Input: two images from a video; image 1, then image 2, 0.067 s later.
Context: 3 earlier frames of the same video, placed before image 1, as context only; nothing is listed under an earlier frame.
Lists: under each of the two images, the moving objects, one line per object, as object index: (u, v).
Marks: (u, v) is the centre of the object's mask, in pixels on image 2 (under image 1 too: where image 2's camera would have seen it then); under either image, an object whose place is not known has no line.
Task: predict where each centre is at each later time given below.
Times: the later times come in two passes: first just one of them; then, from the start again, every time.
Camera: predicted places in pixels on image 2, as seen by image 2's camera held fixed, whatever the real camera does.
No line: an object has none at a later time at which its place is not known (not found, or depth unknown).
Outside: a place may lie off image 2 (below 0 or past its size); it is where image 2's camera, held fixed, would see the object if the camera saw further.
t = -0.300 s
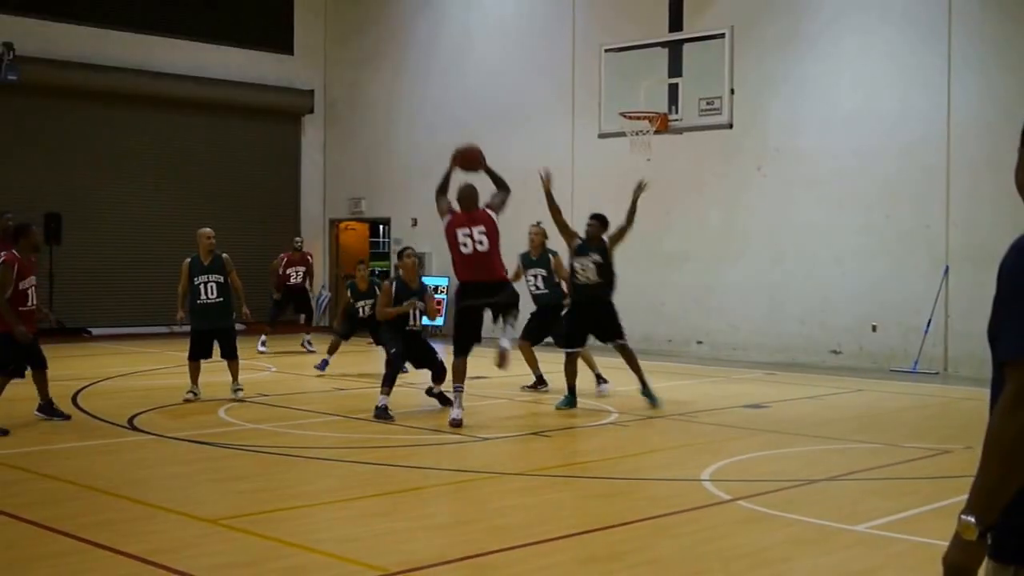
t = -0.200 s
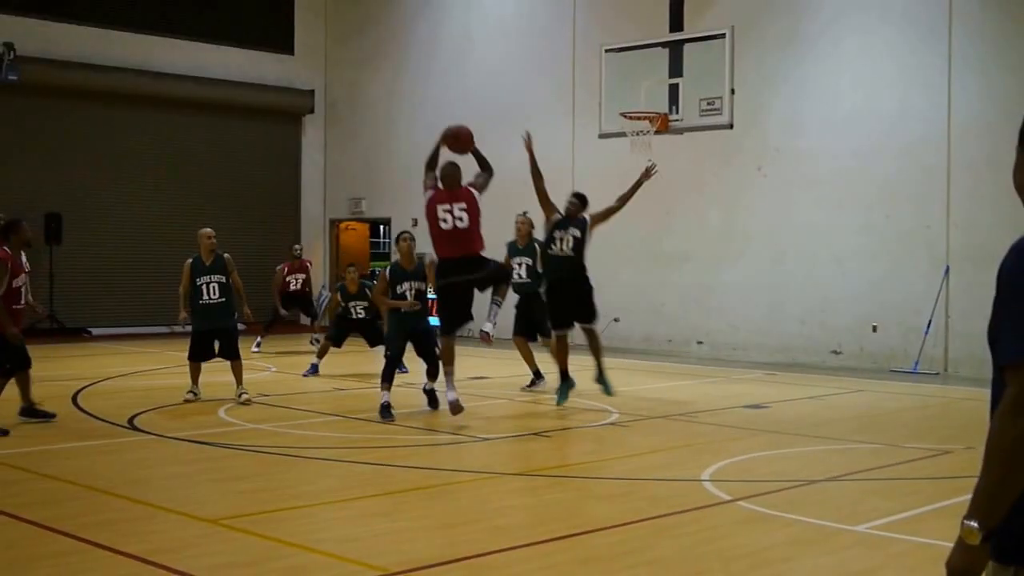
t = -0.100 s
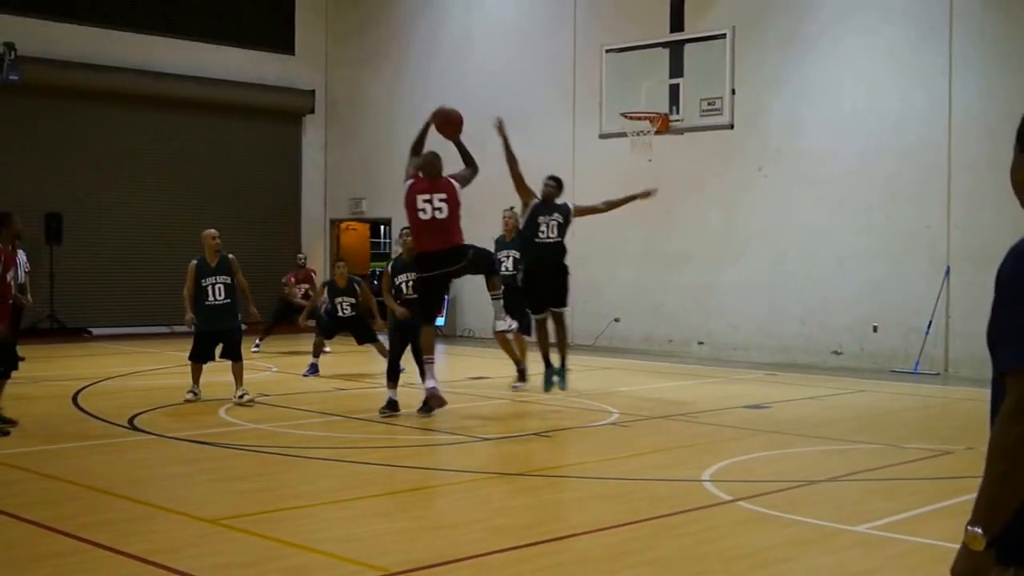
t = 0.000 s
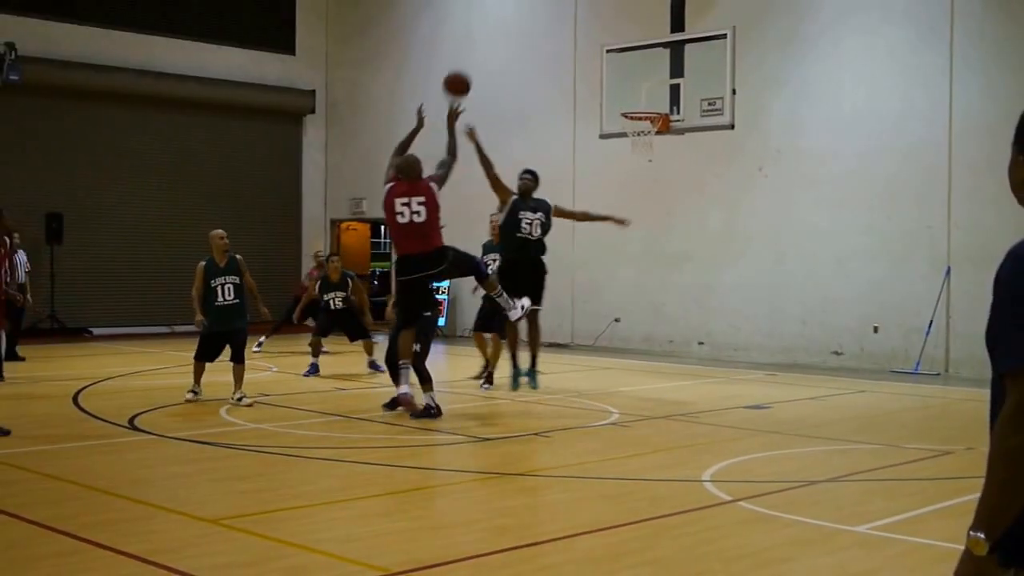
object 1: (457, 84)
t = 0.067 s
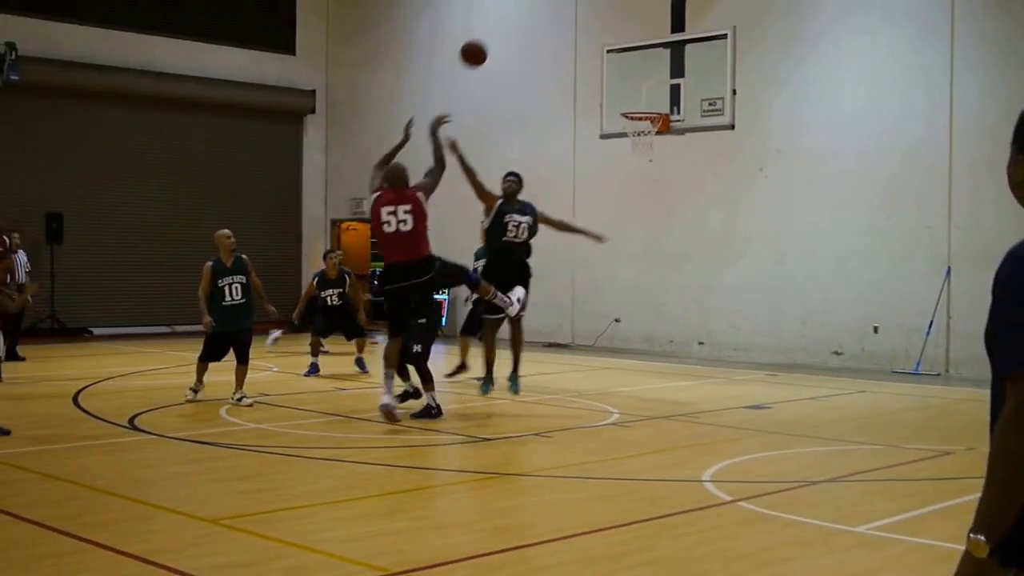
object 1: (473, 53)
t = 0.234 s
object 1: (511, 6)
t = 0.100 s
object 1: (481, 40)
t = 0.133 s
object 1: (489, 28)
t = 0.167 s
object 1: (496, 18)
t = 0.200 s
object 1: (503, 10)
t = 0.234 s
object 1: (511, 6)
